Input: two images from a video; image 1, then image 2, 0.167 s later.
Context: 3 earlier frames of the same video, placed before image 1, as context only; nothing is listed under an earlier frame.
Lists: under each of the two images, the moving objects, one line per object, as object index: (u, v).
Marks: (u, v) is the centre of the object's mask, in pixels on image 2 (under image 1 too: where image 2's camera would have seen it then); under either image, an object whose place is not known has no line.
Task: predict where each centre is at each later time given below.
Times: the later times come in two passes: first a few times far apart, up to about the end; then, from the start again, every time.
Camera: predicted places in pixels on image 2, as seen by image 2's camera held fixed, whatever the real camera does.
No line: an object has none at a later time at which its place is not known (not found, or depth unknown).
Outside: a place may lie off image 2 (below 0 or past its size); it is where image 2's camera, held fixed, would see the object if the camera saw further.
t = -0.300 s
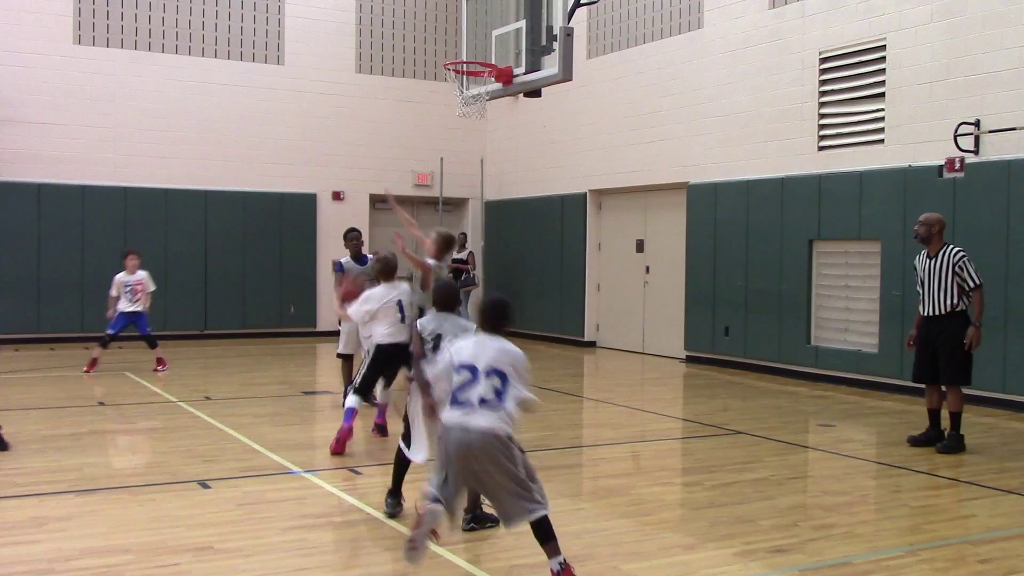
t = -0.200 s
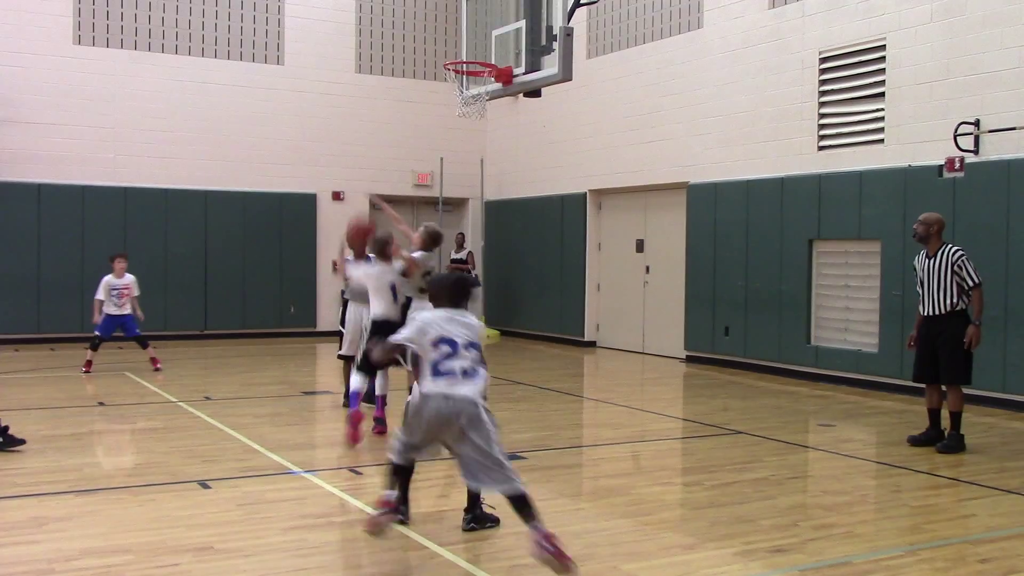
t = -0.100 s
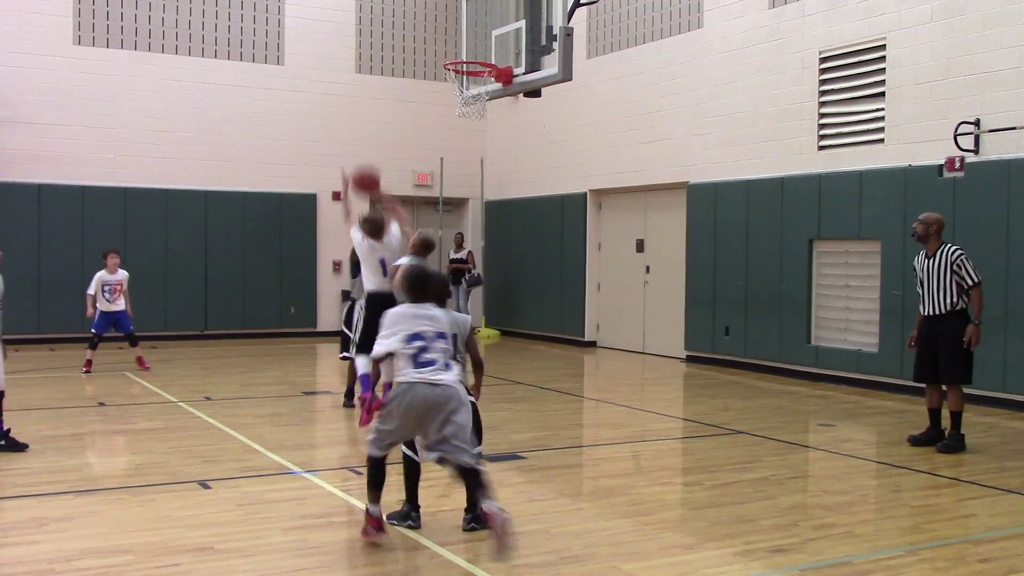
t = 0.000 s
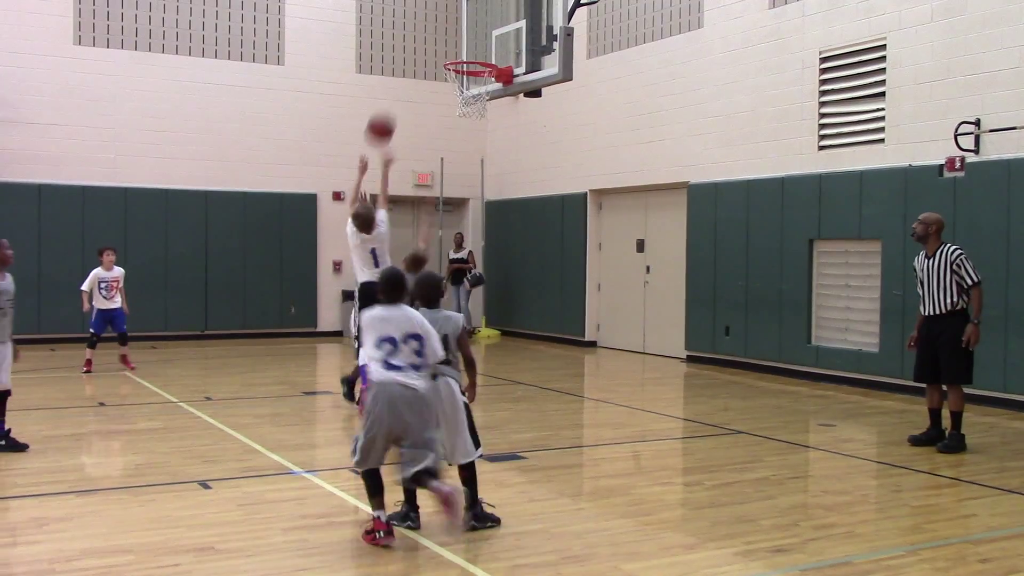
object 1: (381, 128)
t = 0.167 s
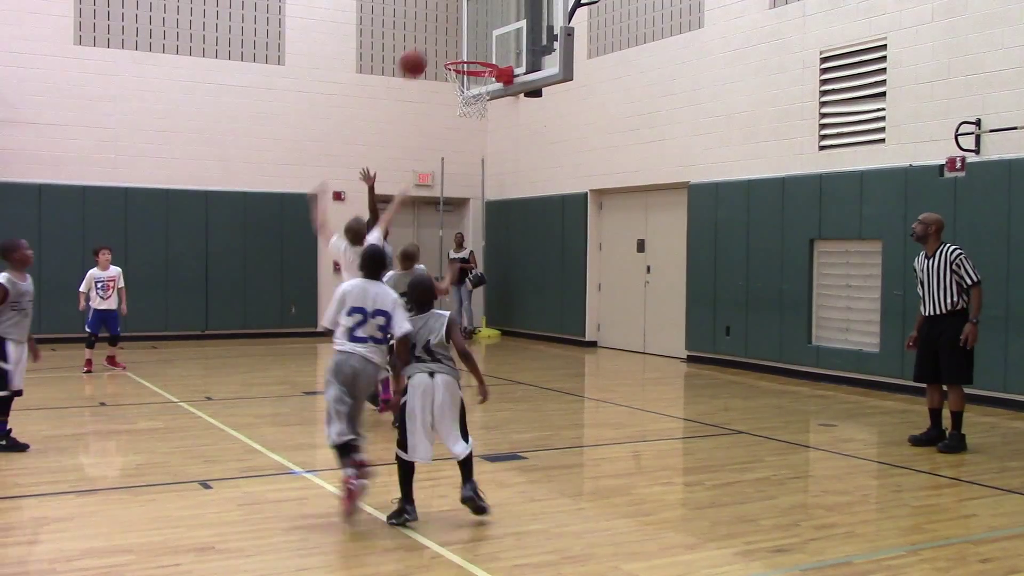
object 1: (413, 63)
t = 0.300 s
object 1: (436, 37)
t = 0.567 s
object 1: (479, 47)
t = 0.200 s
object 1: (419, 55)
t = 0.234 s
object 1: (424, 47)
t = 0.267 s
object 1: (430, 42)
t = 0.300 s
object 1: (436, 37)
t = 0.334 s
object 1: (442, 34)
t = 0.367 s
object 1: (447, 32)
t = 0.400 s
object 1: (453, 32)
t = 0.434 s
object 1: (458, 33)
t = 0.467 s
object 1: (463, 34)
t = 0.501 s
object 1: (469, 38)
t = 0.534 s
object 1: (474, 42)
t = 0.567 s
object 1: (479, 47)
